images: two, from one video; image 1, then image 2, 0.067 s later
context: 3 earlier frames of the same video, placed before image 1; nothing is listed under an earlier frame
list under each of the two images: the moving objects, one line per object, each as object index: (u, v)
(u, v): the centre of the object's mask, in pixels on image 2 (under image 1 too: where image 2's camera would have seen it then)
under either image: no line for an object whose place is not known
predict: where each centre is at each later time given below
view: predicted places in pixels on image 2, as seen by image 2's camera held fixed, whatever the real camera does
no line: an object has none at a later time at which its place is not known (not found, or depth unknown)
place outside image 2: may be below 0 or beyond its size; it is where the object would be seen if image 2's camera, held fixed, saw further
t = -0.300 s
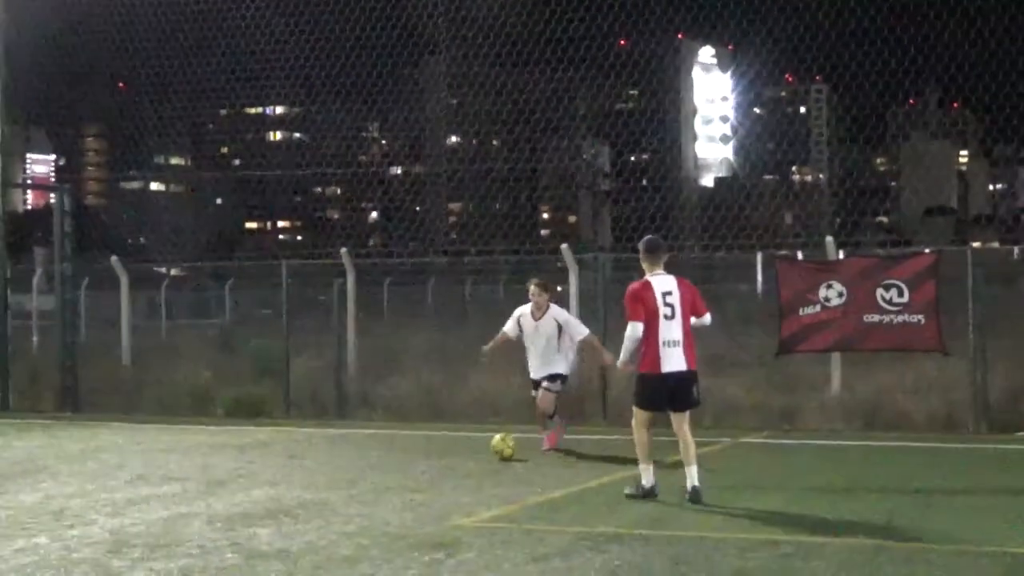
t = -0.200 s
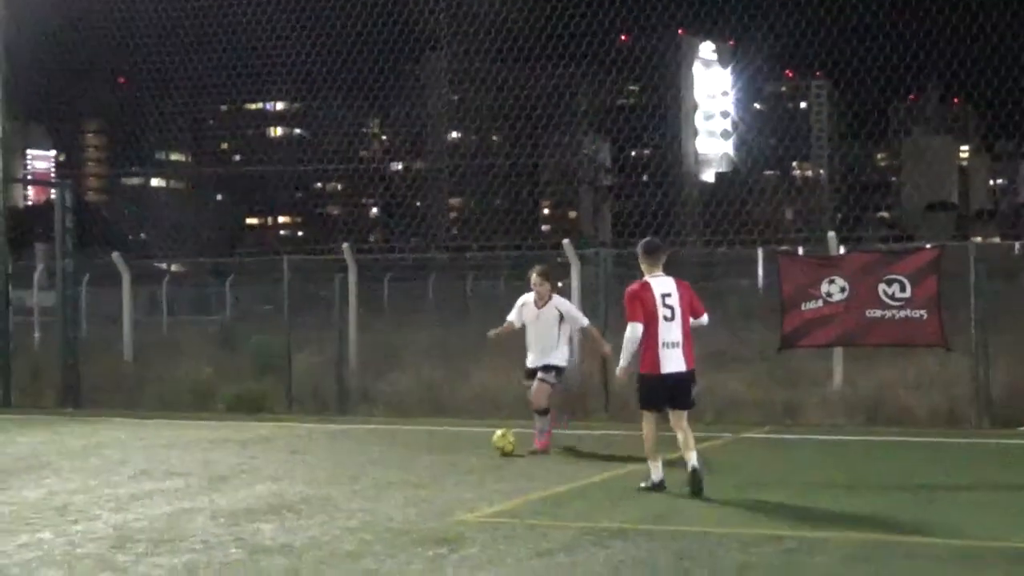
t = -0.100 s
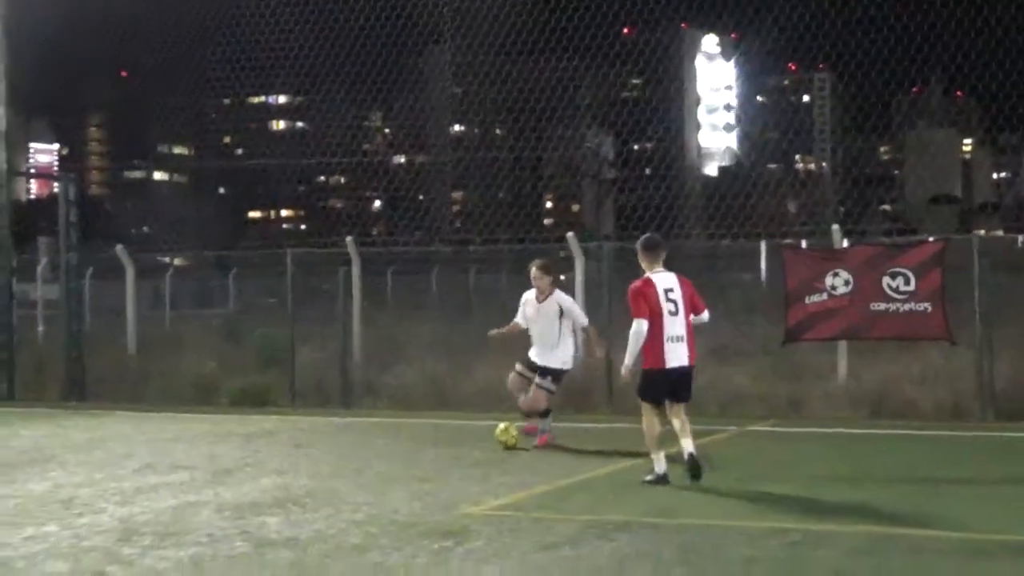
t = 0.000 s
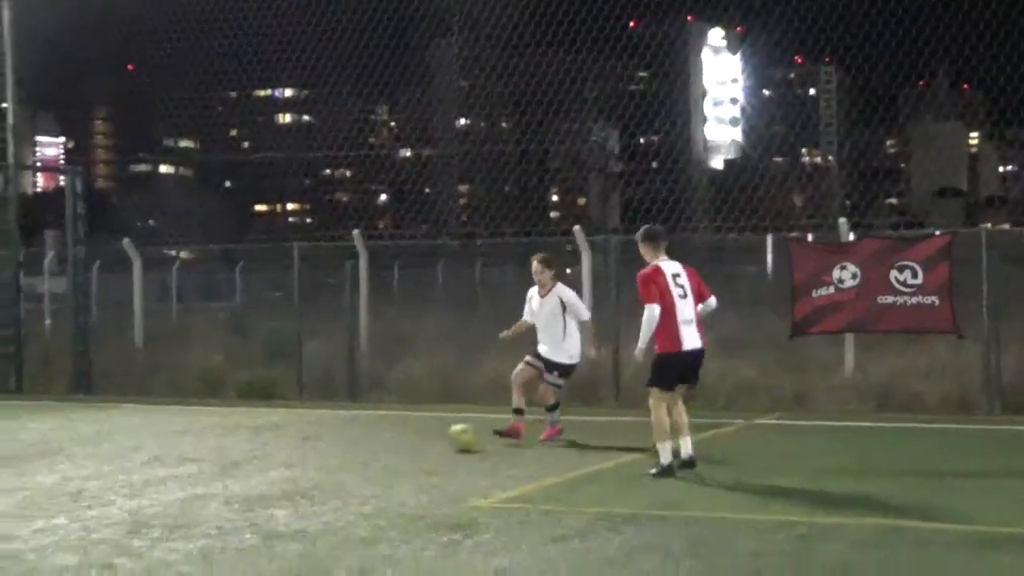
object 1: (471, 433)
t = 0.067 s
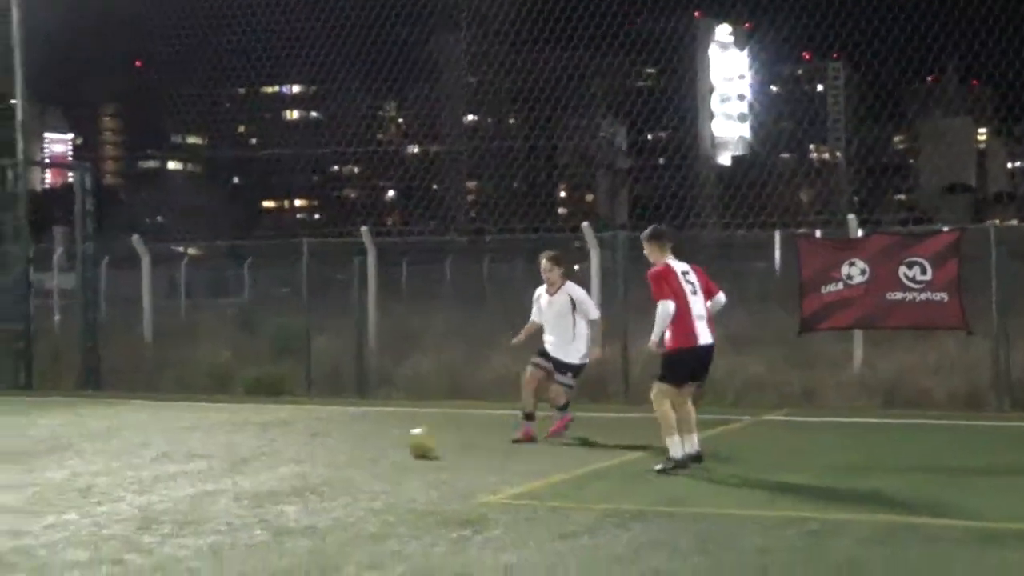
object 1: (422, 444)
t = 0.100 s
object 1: (394, 448)
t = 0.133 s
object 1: (369, 452)
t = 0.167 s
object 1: (342, 456)
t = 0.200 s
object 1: (313, 462)
